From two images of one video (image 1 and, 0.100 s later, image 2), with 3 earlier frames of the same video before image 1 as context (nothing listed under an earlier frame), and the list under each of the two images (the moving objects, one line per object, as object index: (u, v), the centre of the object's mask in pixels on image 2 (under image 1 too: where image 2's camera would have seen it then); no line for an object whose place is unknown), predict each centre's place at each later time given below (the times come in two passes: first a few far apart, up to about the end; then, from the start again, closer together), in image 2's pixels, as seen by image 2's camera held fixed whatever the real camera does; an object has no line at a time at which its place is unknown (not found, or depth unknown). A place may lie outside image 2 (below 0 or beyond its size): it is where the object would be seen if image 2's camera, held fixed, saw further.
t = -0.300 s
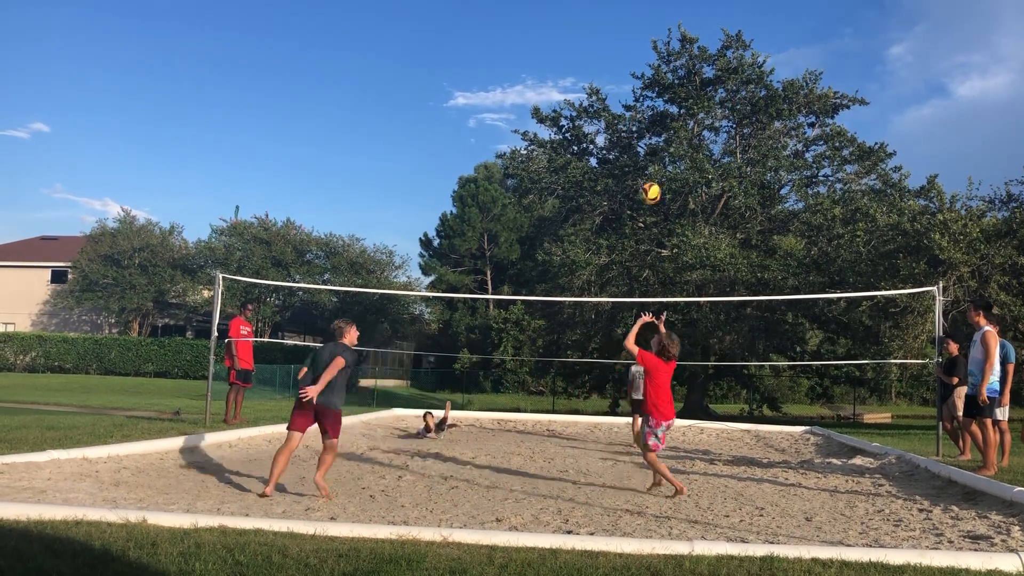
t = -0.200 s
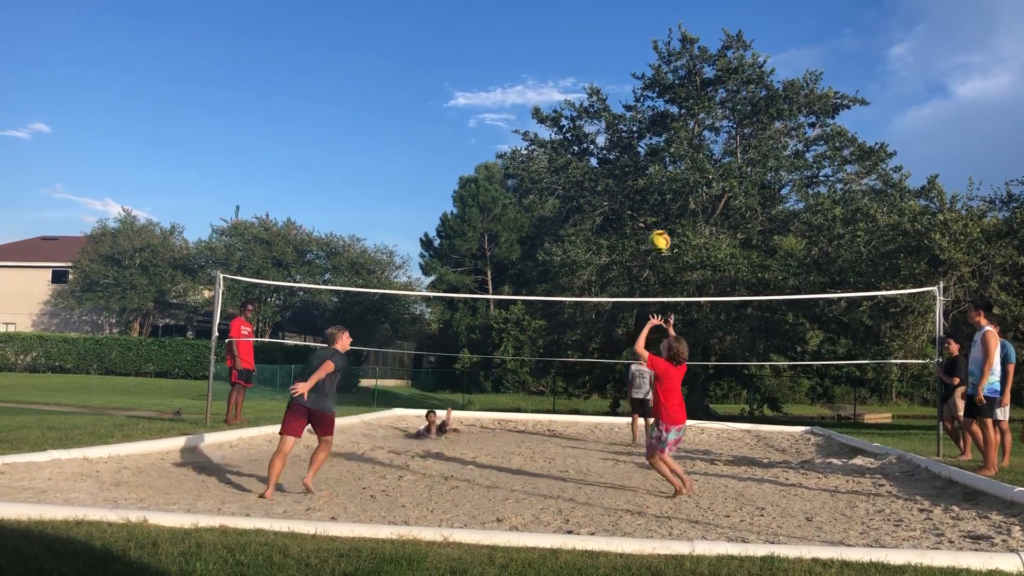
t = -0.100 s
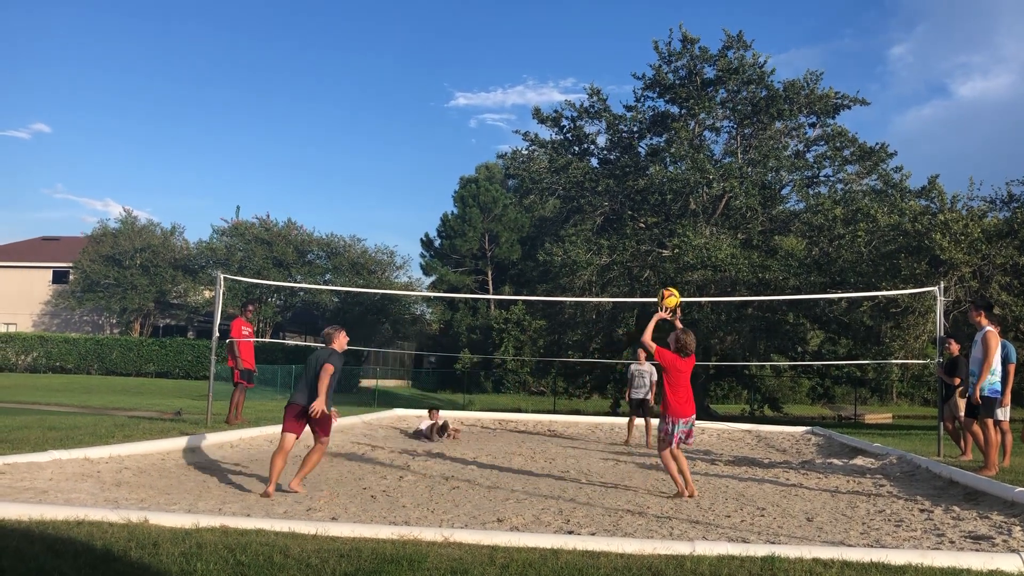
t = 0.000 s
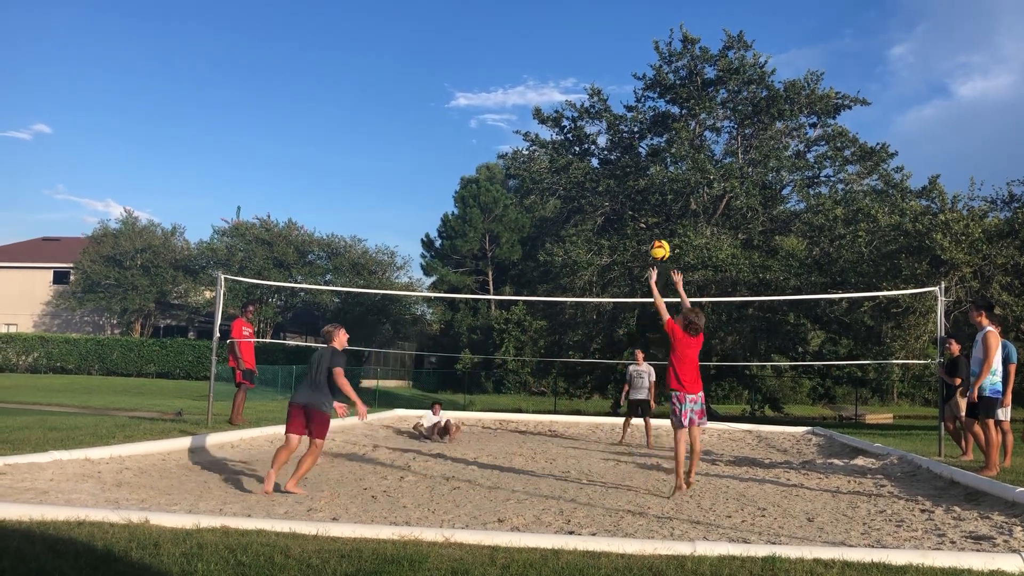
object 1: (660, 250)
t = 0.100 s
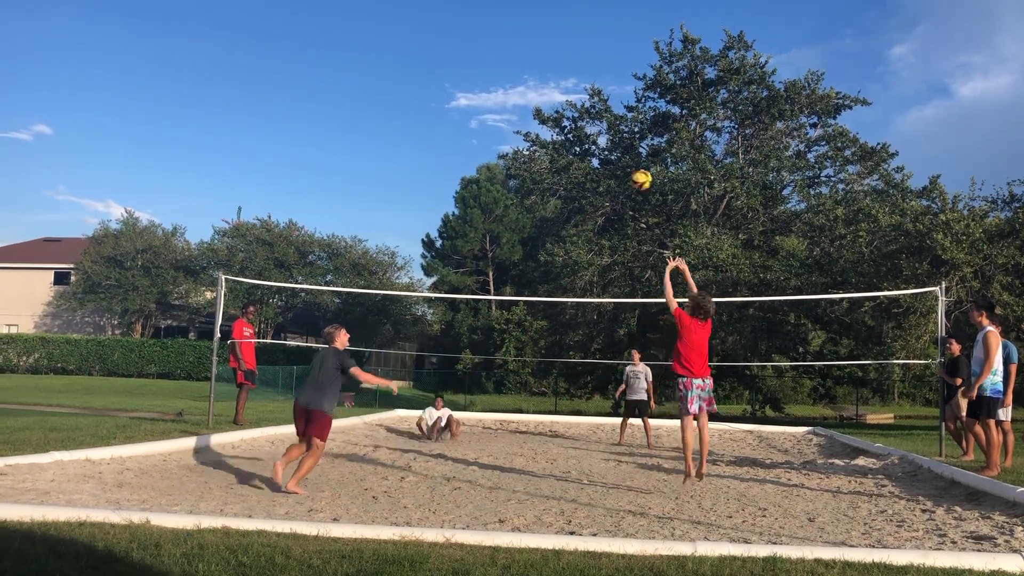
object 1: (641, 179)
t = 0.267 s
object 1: (612, 92)
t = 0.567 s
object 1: (568, 12)
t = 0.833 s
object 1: (536, 9)
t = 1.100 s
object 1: (506, 59)
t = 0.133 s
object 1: (636, 159)
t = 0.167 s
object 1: (629, 141)
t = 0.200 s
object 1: (624, 122)
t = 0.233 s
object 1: (617, 106)
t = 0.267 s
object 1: (612, 92)
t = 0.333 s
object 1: (602, 66)
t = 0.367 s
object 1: (597, 55)
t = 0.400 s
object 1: (591, 45)
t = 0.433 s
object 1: (587, 36)
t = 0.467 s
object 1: (582, 29)
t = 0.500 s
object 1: (577, 22)
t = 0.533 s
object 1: (573, 16)
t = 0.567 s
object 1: (568, 12)
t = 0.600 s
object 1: (564, 8)
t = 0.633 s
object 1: (560, 6)
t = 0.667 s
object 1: (556, 4)
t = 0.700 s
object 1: (552, 3)
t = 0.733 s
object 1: (548, 3)
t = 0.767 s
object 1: (543, 5)
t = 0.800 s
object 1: (540, 6)
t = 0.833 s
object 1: (536, 9)
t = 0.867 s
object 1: (532, 13)
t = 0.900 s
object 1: (528, 17)
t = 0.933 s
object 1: (524, 22)
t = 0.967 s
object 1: (521, 28)
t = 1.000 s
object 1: (517, 35)
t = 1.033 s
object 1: (514, 42)
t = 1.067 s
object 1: (510, 50)
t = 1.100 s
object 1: (506, 59)
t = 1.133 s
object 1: (503, 69)
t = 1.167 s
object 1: (500, 79)
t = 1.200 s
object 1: (496, 89)
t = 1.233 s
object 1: (493, 101)
